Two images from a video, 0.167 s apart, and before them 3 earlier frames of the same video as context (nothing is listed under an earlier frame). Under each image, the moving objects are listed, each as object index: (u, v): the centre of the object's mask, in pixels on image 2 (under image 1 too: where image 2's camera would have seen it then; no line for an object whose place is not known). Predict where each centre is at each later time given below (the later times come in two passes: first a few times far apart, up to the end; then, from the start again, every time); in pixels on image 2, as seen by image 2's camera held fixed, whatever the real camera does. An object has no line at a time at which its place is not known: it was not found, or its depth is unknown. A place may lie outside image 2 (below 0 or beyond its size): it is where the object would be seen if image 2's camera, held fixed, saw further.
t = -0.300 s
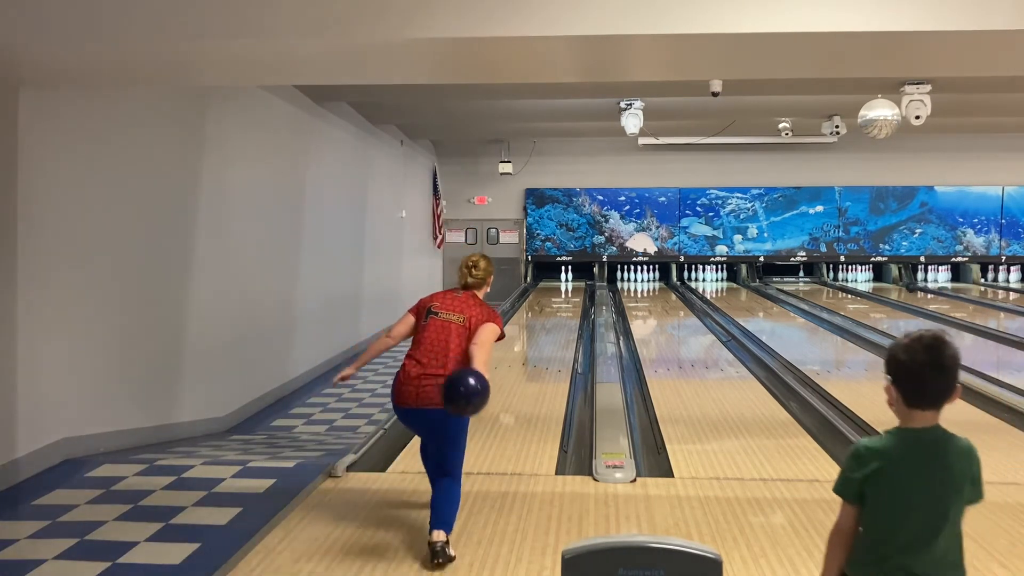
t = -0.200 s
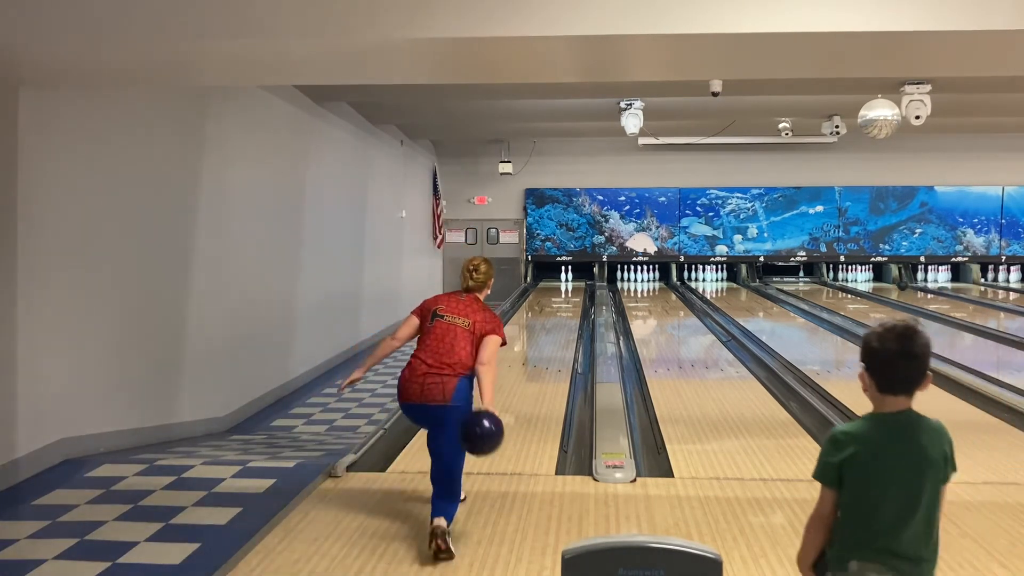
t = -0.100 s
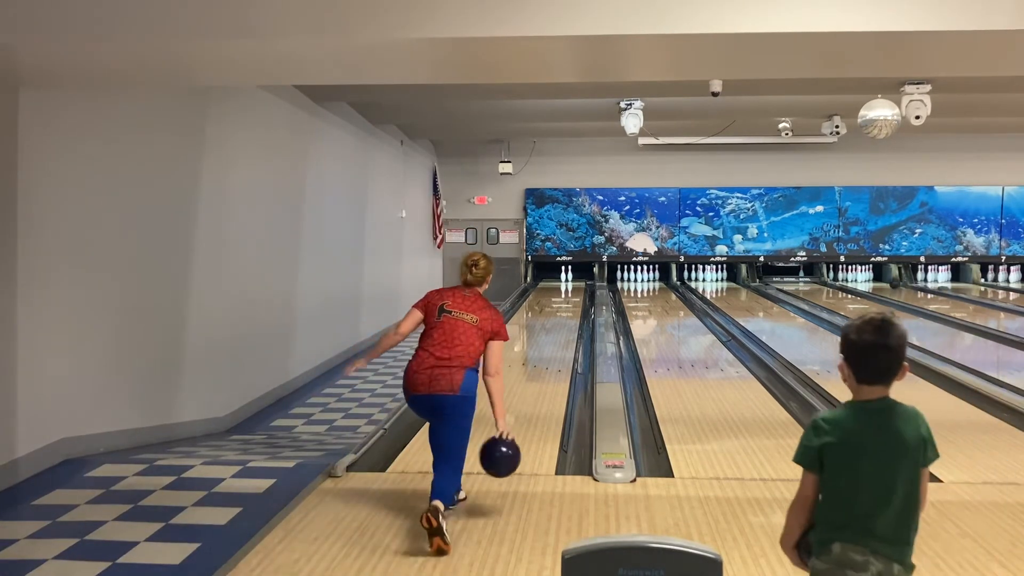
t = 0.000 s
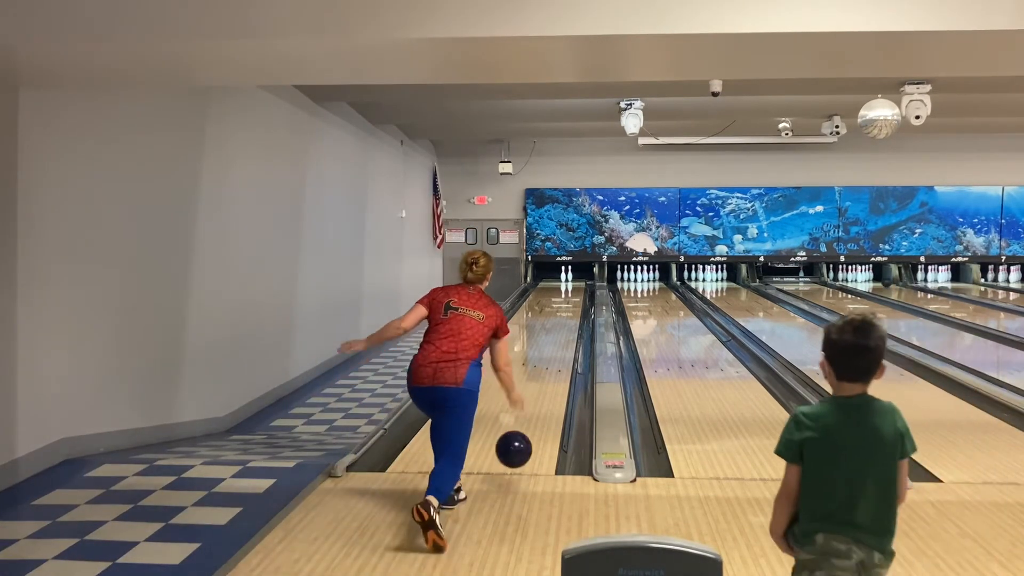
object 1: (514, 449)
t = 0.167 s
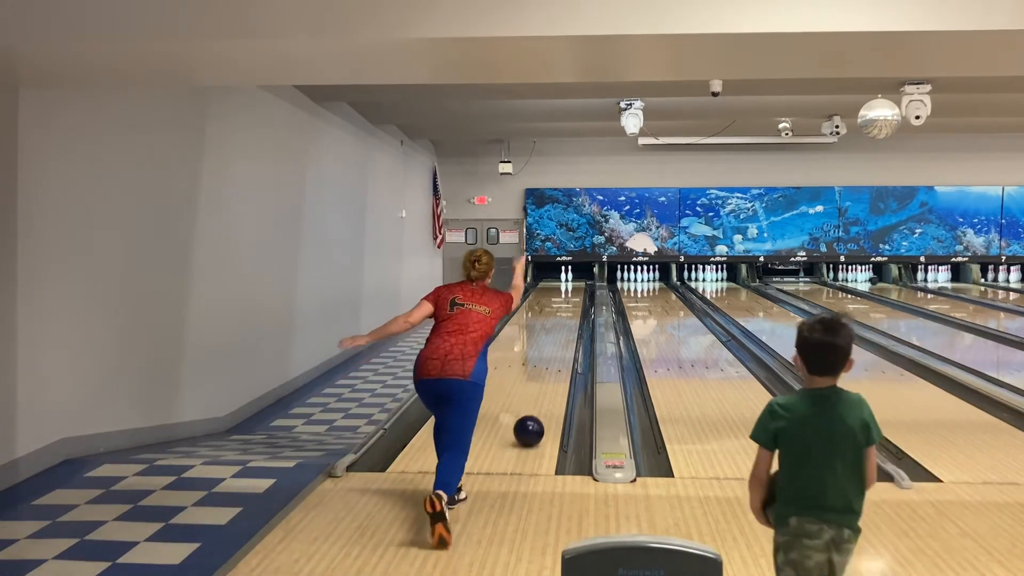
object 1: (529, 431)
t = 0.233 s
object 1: (533, 418)
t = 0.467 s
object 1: (545, 383)
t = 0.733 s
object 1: (553, 356)
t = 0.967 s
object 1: (558, 338)
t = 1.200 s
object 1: (562, 325)
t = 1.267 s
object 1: (563, 321)
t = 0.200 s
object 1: (531, 424)
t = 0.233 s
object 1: (533, 418)
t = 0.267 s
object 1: (535, 412)
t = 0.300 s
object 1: (537, 406)
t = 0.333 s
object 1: (539, 401)
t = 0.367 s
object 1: (540, 397)
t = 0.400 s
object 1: (542, 392)
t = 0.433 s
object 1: (543, 388)
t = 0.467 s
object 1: (545, 383)
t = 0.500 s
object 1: (546, 379)
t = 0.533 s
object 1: (547, 375)
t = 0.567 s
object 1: (548, 372)
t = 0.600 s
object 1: (549, 368)
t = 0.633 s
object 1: (550, 365)
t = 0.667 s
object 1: (555, 360)
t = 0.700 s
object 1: (552, 358)
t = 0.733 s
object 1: (553, 356)
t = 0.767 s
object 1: (554, 353)
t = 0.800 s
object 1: (555, 350)
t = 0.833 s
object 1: (556, 348)
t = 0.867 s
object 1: (556, 345)
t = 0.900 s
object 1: (557, 343)
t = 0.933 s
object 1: (558, 341)
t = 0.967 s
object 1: (558, 338)
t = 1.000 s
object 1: (559, 336)
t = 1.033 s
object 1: (560, 334)
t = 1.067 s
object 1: (560, 332)
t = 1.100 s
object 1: (561, 330)
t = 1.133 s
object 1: (561, 328)
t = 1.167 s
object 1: (562, 326)
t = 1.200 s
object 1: (562, 325)
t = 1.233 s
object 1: (563, 323)
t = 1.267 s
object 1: (563, 321)
